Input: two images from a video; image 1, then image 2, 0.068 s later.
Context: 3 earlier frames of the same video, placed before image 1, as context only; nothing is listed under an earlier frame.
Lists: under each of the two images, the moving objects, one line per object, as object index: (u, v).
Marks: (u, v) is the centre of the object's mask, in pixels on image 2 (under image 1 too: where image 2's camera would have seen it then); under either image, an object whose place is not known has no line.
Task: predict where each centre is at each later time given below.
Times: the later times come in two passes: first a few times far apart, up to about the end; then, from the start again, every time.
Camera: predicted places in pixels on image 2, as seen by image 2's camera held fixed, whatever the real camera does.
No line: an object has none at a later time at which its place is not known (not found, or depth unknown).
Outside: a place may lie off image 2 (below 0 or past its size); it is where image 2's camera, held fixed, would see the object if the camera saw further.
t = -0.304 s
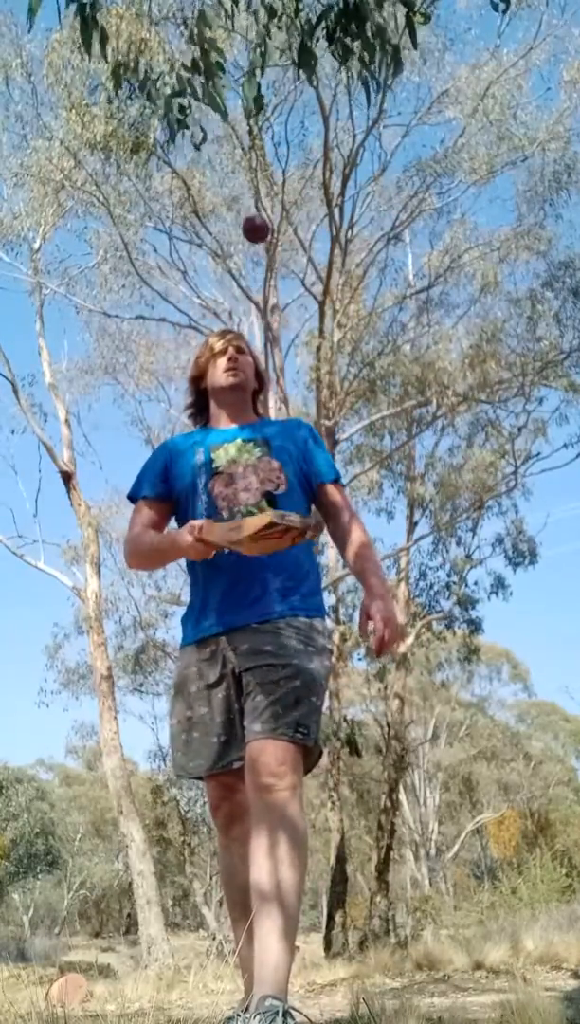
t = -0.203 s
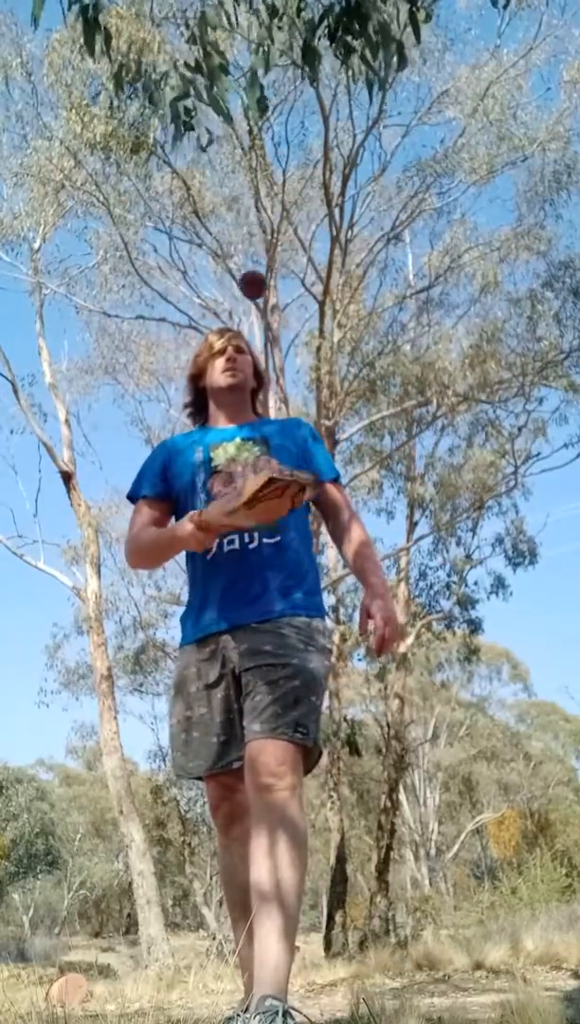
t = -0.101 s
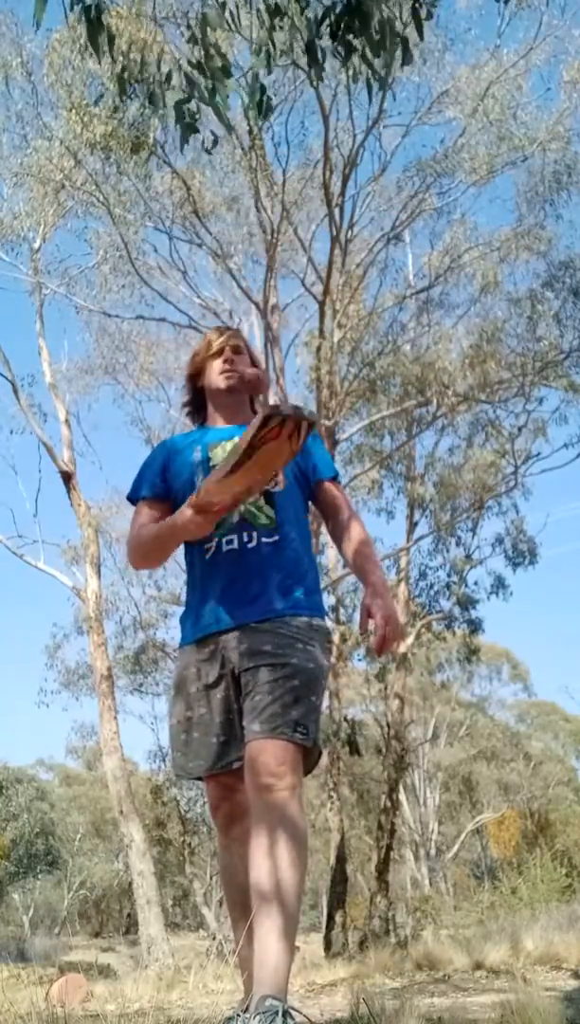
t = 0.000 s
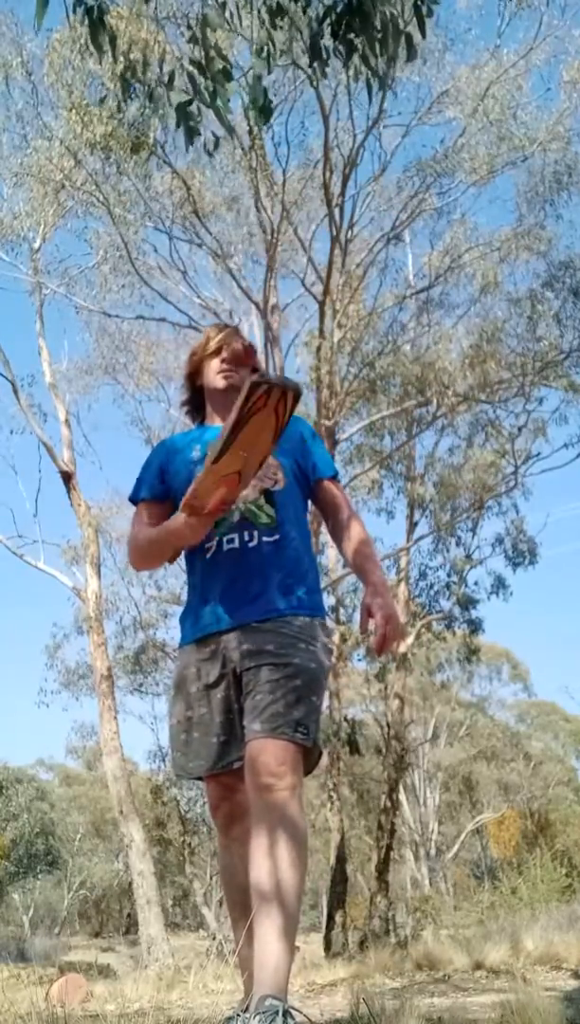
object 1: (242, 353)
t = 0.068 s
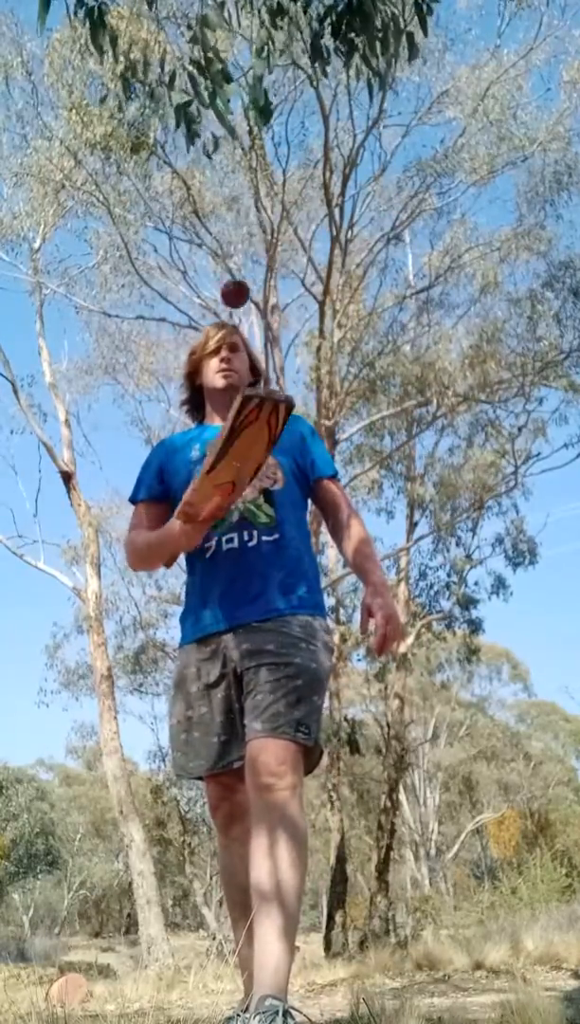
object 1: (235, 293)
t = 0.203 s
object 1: (221, 225)
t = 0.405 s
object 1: (199, 233)
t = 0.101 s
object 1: (232, 270)
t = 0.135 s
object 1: (228, 251)
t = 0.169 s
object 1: (225, 236)
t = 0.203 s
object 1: (221, 225)
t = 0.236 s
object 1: (218, 217)
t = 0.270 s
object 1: (213, 213)
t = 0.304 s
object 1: (210, 212)
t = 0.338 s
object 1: (207, 215)
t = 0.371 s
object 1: (203, 221)
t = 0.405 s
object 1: (199, 233)
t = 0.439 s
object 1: (195, 246)
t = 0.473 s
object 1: (191, 265)
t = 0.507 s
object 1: (186, 287)
